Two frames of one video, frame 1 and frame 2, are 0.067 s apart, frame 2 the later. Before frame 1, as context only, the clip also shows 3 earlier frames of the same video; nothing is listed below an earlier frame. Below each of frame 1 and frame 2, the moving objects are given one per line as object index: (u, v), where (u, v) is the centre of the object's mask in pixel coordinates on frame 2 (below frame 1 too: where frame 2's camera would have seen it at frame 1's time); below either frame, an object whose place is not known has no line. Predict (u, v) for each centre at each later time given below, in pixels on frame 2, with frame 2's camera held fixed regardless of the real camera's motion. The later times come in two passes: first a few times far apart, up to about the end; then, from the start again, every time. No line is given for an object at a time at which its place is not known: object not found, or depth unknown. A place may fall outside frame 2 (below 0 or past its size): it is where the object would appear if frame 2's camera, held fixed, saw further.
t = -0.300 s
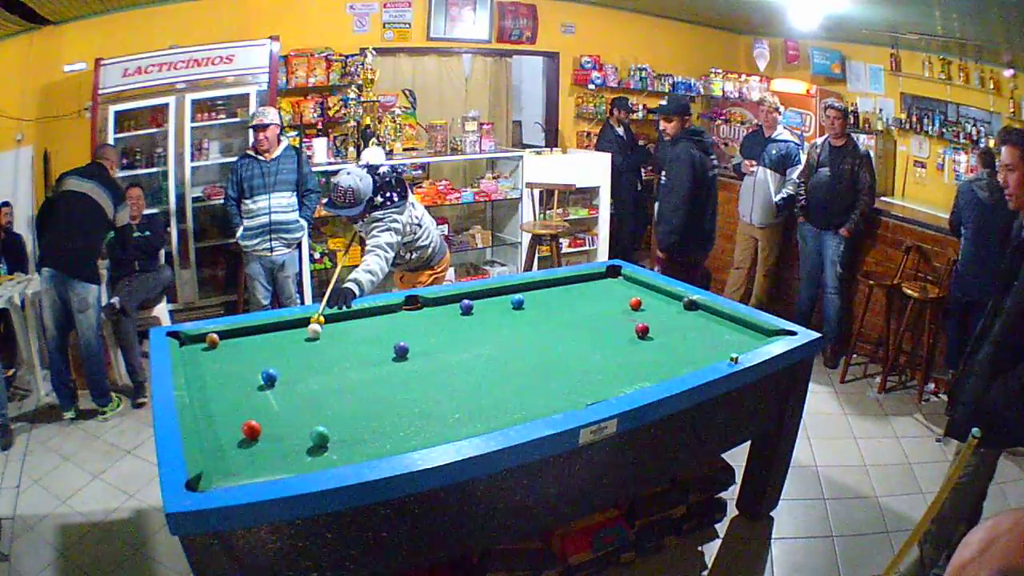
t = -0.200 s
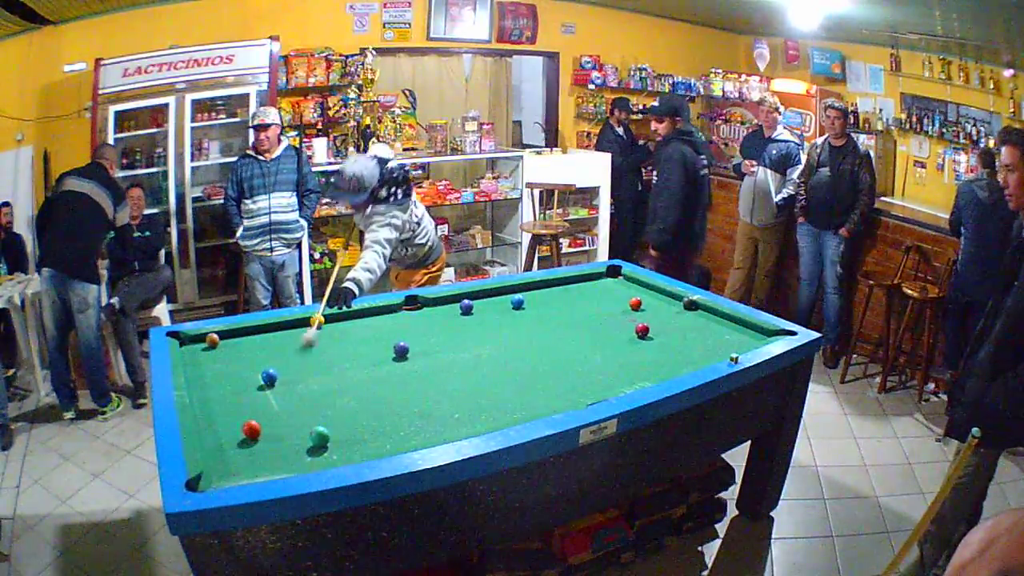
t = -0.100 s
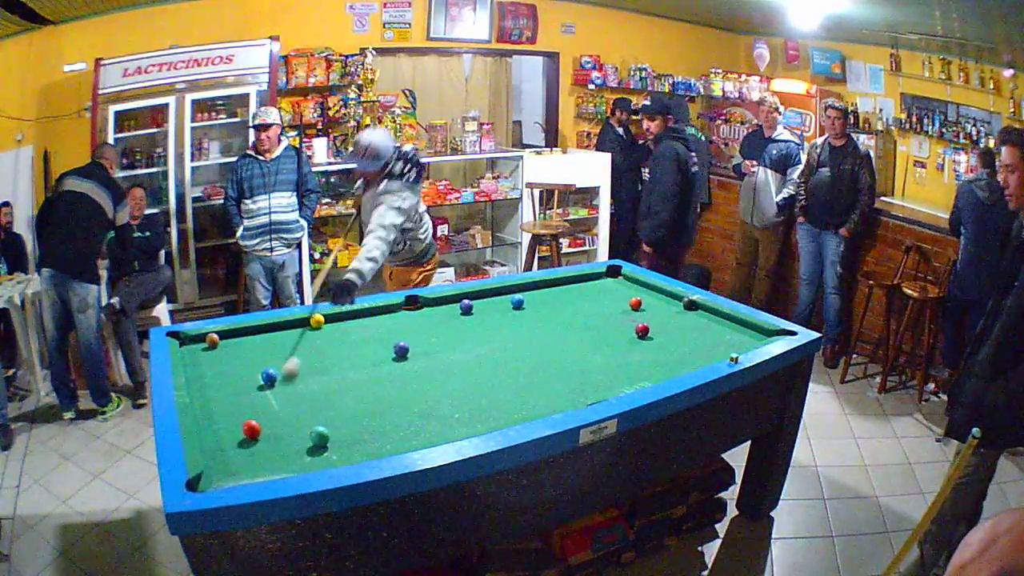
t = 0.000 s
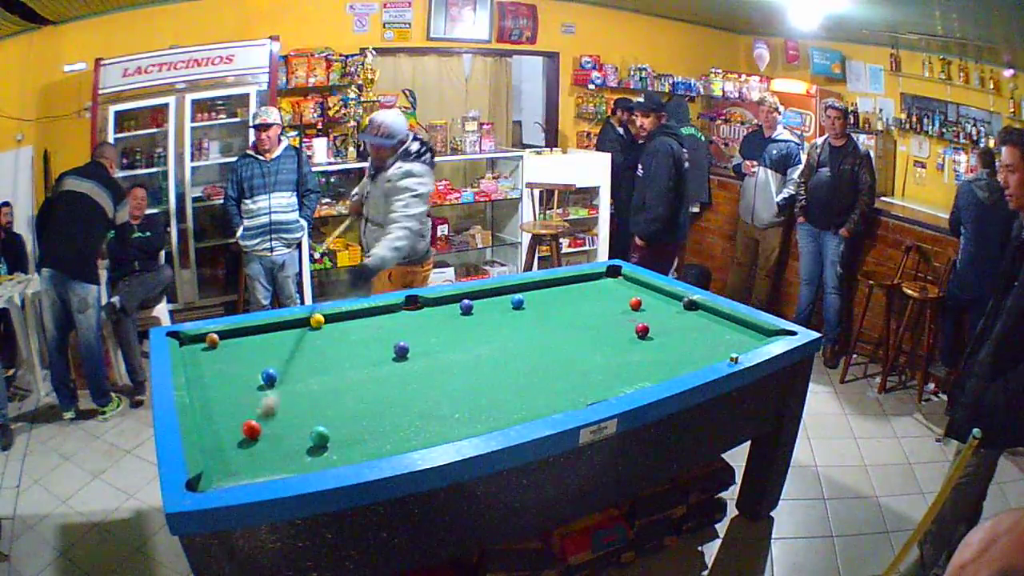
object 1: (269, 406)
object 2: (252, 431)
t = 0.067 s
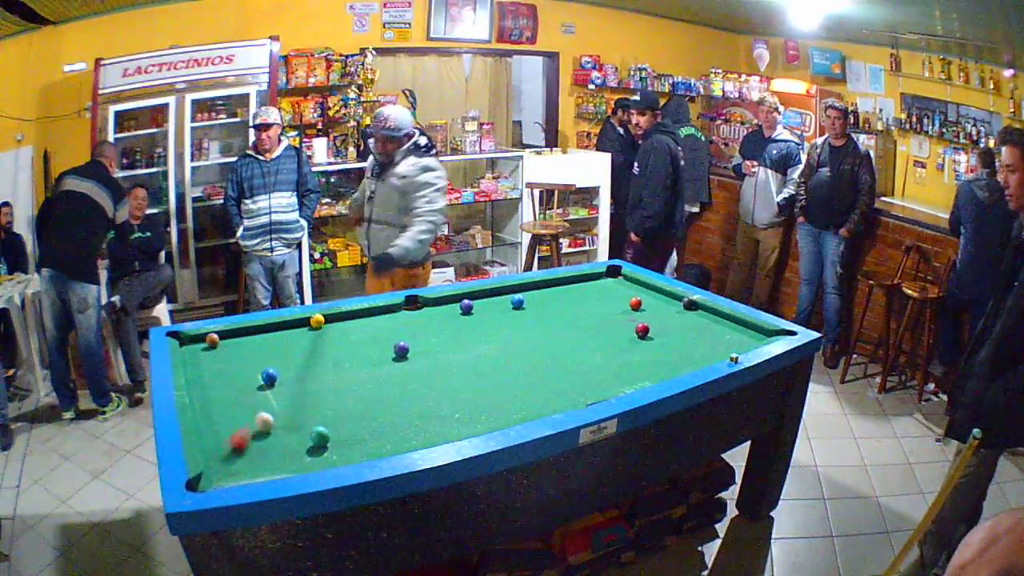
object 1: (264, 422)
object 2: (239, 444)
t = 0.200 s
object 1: (277, 436)
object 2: (233, 471)
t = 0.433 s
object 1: (294, 459)
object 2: (278, 441)
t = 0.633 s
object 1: (295, 436)
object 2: (302, 415)
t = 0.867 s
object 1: (297, 411)
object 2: (327, 389)
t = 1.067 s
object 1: (298, 393)
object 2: (344, 369)
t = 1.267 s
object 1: (300, 378)
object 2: (360, 352)
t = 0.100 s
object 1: (269, 424)
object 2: (224, 459)
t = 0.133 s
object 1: (272, 427)
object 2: (214, 470)
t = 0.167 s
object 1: (274, 431)
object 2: (221, 471)
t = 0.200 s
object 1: (277, 436)
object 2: (233, 471)
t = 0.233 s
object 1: (278, 441)
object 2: (241, 468)
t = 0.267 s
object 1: (281, 446)
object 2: (250, 464)
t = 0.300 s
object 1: (282, 451)
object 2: (258, 460)
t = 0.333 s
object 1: (285, 456)
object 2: (265, 455)
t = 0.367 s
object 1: (290, 459)
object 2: (269, 450)
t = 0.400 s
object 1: (292, 461)
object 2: (274, 446)
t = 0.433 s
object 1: (294, 459)
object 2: (278, 441)
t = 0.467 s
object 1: (294, 455)
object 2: (283, 437)
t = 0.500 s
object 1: (294, 451)
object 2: (286, 432)
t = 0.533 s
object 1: (295, 447)
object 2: (290, 427)
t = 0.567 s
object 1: (295, 443)
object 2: (295, 422)
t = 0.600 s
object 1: (295, 439)
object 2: (298, 419)
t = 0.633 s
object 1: (295, 436)
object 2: (302, 415)
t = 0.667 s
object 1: (295, 432)
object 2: (306, 411)
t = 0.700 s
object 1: (295, 429)
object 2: (309, 407)
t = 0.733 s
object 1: (295, 425)
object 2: (313, 403)
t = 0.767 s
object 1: (296, 421)
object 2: (317, 399)
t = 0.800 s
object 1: (297, 417)
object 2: (320, 395)
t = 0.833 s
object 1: (297, 414)
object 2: (323, 392)
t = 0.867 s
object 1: (297, 411)
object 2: (327, 389)
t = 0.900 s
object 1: (297, 408)
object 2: (330, 385)
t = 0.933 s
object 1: (298, 405)
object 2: (333, 382)
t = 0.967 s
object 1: (298, 401)
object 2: (336, 378)
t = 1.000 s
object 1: (298, 399)
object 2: (339, 375)
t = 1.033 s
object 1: (298, 396)
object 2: (342, 372)
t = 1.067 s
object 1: (298, 393)
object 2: (344, 369)
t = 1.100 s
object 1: (298, 390)
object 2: (347, 366)
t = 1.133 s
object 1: (299, 388)
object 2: (350, 363)
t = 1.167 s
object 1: (299, 385)
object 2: (353, 360)
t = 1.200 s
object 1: (299, 382)
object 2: (355, 358)
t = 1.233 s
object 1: (299, 380)
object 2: (358, 355)
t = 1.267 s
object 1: (300, 378)
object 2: (360, 352)
